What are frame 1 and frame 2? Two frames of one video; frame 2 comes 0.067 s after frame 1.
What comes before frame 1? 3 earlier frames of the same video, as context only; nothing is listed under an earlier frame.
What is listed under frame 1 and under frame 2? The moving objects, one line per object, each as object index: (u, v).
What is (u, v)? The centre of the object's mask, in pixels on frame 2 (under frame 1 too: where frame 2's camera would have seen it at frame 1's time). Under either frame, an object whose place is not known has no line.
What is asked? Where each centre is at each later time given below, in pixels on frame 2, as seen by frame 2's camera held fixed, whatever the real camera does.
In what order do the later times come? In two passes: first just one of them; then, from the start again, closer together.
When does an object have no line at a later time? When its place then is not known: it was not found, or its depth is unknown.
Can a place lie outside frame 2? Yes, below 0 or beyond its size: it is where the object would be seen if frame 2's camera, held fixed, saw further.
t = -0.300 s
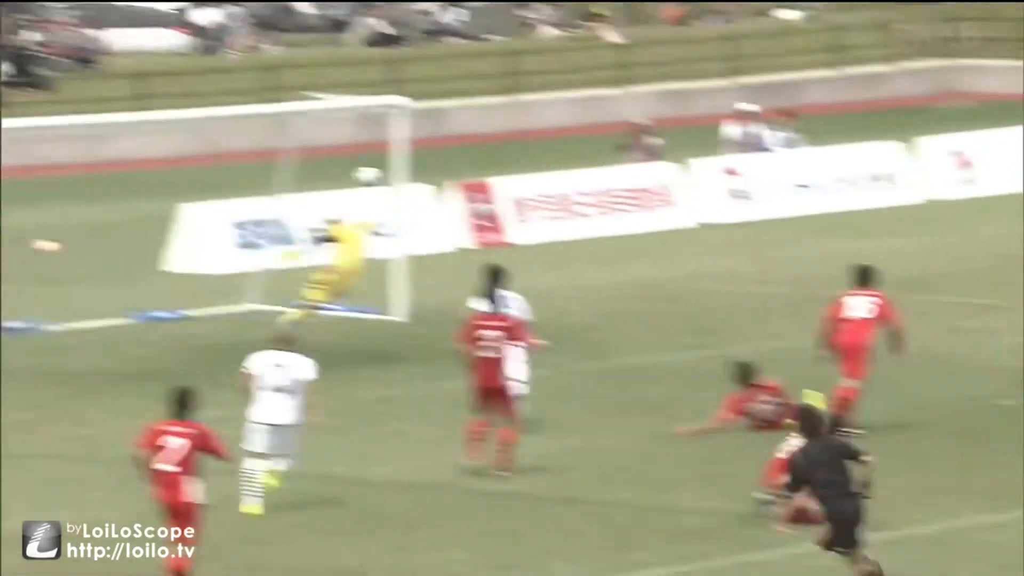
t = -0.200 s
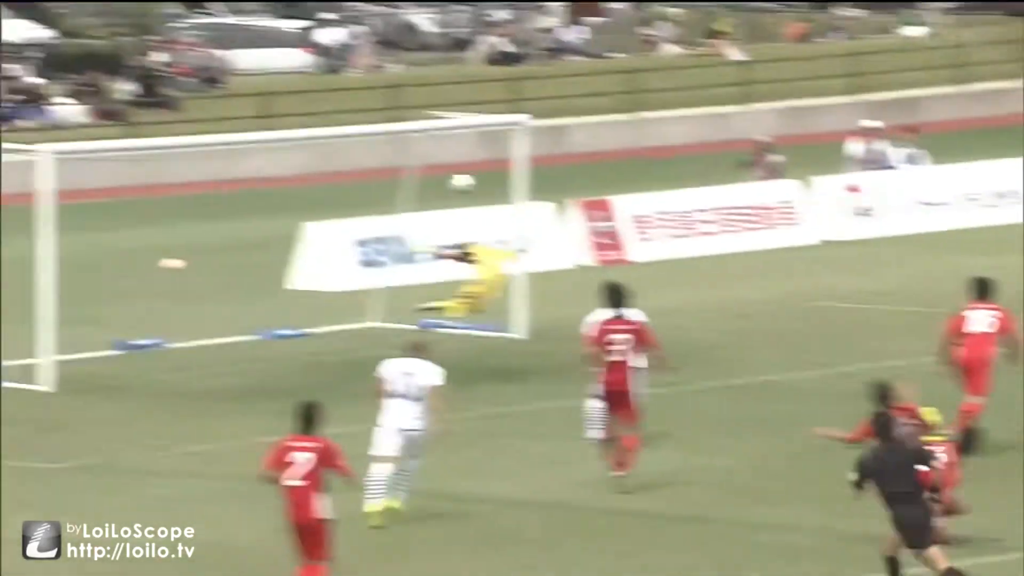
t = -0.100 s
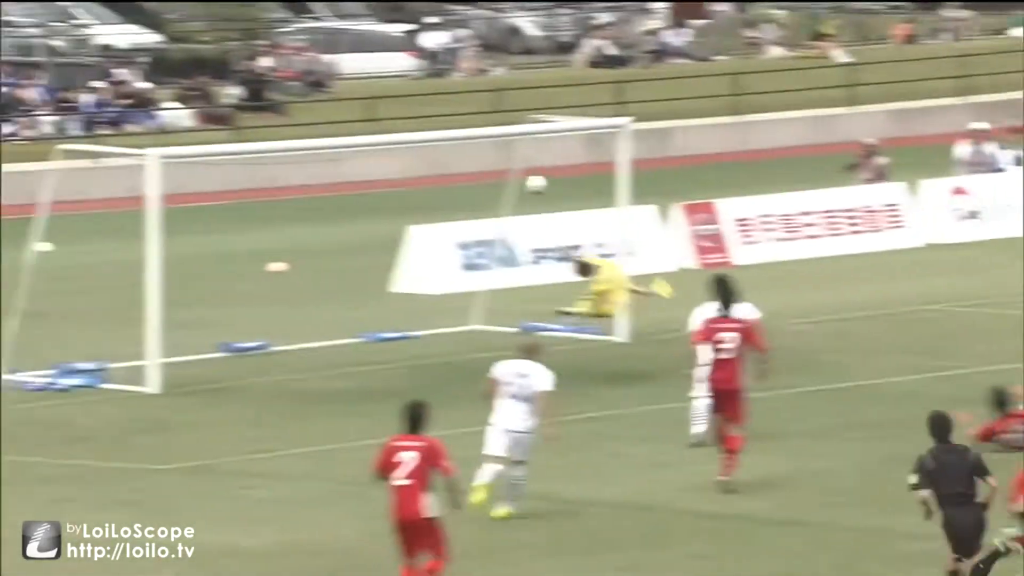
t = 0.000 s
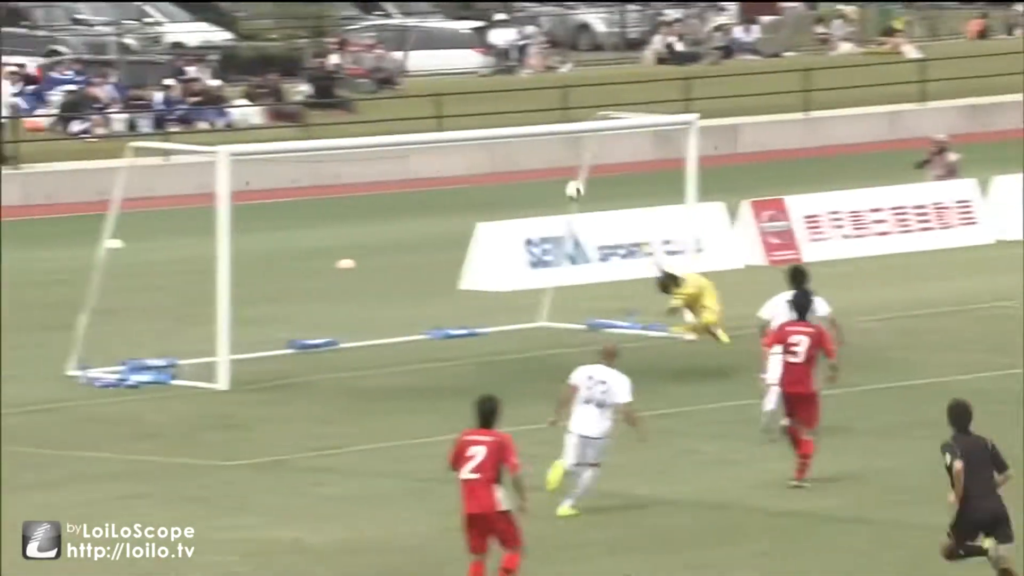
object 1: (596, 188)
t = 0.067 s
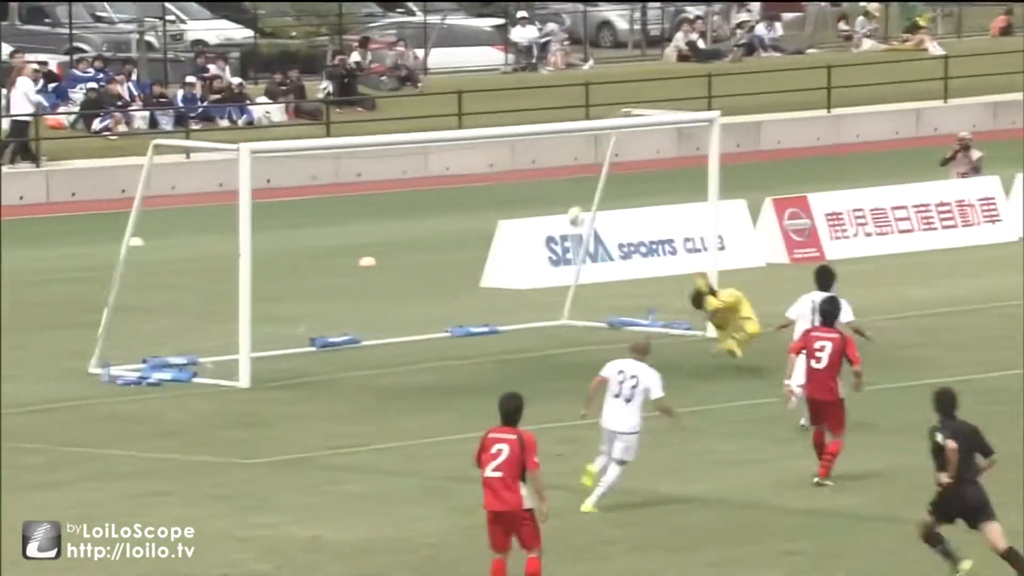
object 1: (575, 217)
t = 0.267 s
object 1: (513, 329)
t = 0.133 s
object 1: (555, 250)
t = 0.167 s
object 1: (545, 273)
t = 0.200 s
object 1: (531, 293)
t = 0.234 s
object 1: (522, 309)
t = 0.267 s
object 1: (513, 329)
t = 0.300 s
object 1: (505, 330)
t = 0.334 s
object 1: (499, 320)
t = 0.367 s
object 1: (493, 311)
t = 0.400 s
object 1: (486, 303)
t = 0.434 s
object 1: (479, 296)
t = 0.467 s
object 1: (473, 289)
